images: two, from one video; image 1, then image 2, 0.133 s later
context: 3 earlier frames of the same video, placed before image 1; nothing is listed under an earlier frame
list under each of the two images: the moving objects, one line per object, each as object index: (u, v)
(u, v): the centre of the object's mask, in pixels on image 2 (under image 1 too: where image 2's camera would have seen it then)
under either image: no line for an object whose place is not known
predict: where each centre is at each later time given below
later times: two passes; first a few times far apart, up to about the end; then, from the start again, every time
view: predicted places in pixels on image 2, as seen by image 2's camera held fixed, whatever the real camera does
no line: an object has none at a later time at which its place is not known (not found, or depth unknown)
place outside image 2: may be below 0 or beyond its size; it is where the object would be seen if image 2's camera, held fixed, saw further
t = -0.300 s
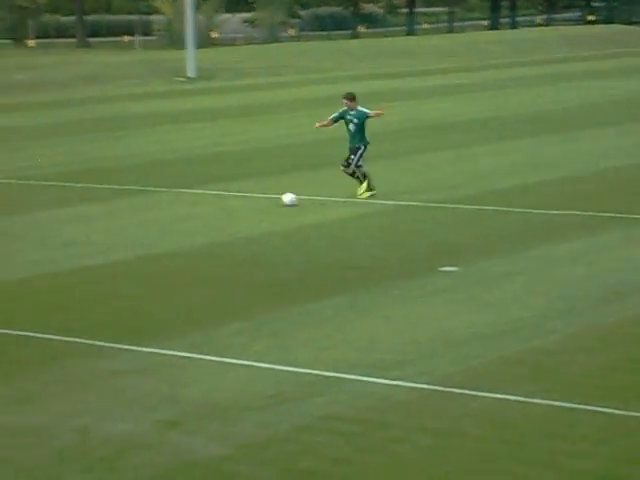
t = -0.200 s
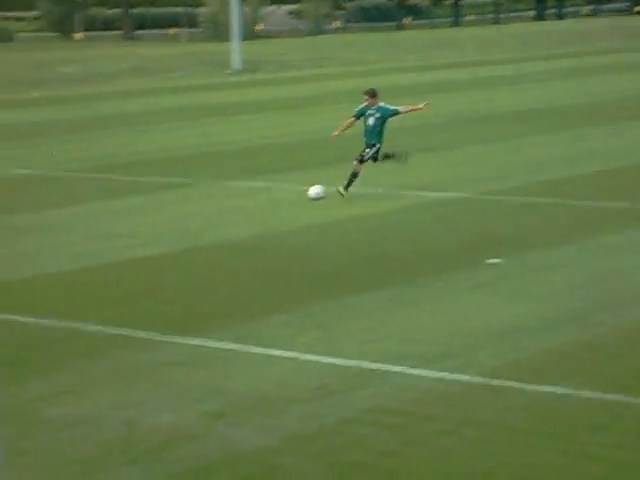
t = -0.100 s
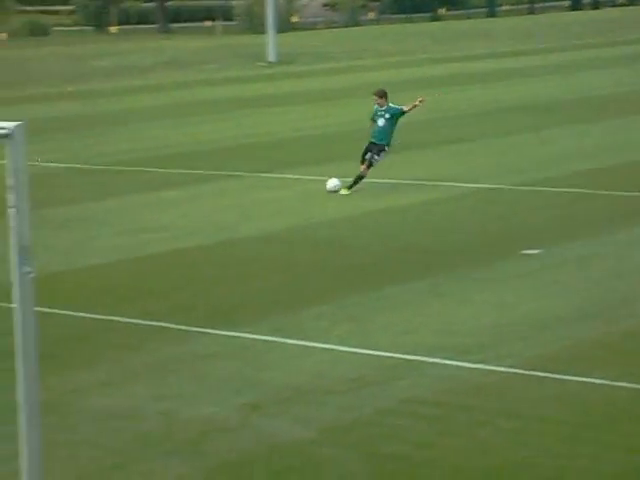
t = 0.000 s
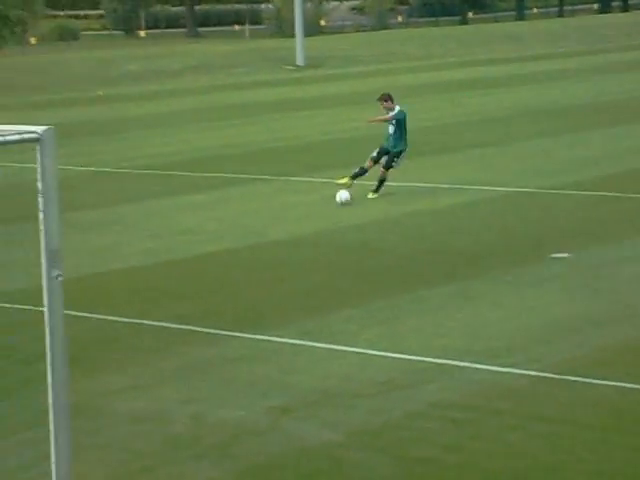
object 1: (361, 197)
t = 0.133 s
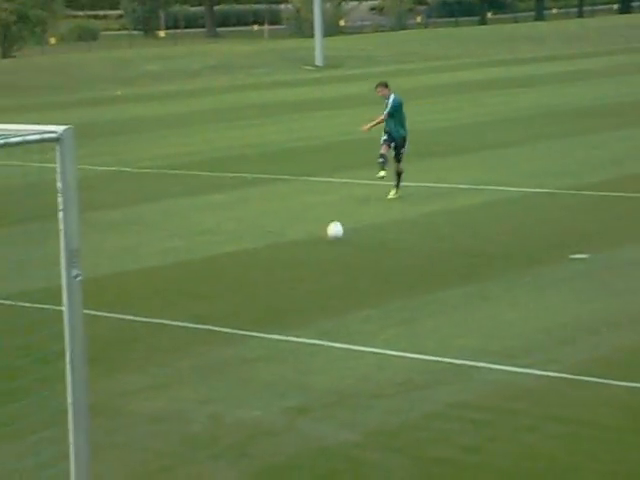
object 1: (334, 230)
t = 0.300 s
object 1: (306, 274)
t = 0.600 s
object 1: (258, 386)
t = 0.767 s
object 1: (227, 442)
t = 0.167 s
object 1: (329, 240)
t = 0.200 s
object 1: (323, 245)
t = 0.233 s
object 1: (317, 252)
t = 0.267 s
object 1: (312, 261)
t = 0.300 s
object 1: (306, 274)
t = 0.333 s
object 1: (301, 288)
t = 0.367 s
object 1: (296, 296)
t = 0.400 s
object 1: (290, 303)
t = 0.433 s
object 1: (285, 310)
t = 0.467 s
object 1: (280, 320)
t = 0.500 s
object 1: (275, 332)
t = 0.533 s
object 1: (270, 349)
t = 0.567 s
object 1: (264, 367)
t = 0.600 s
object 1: (258, 386)
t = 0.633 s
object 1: (252, 392)
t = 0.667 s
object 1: (246, 401)
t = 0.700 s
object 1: (240, 412)
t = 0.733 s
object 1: (234, 426)
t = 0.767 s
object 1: (227, 442)
